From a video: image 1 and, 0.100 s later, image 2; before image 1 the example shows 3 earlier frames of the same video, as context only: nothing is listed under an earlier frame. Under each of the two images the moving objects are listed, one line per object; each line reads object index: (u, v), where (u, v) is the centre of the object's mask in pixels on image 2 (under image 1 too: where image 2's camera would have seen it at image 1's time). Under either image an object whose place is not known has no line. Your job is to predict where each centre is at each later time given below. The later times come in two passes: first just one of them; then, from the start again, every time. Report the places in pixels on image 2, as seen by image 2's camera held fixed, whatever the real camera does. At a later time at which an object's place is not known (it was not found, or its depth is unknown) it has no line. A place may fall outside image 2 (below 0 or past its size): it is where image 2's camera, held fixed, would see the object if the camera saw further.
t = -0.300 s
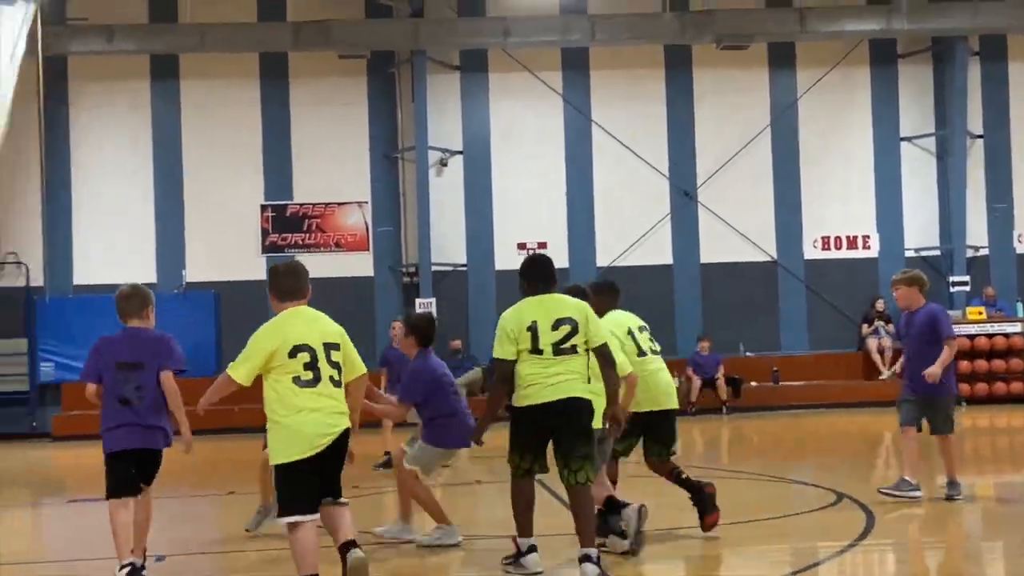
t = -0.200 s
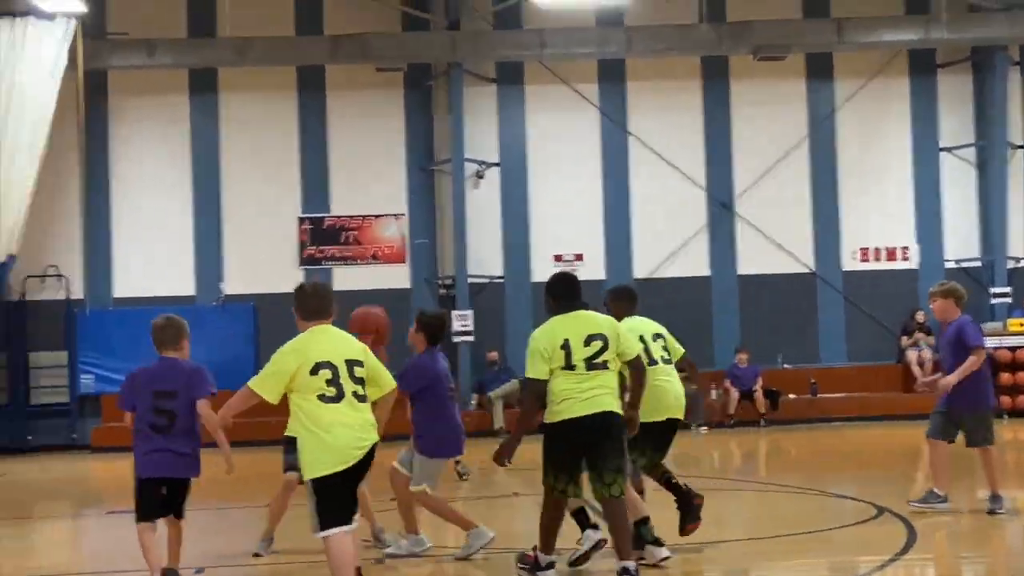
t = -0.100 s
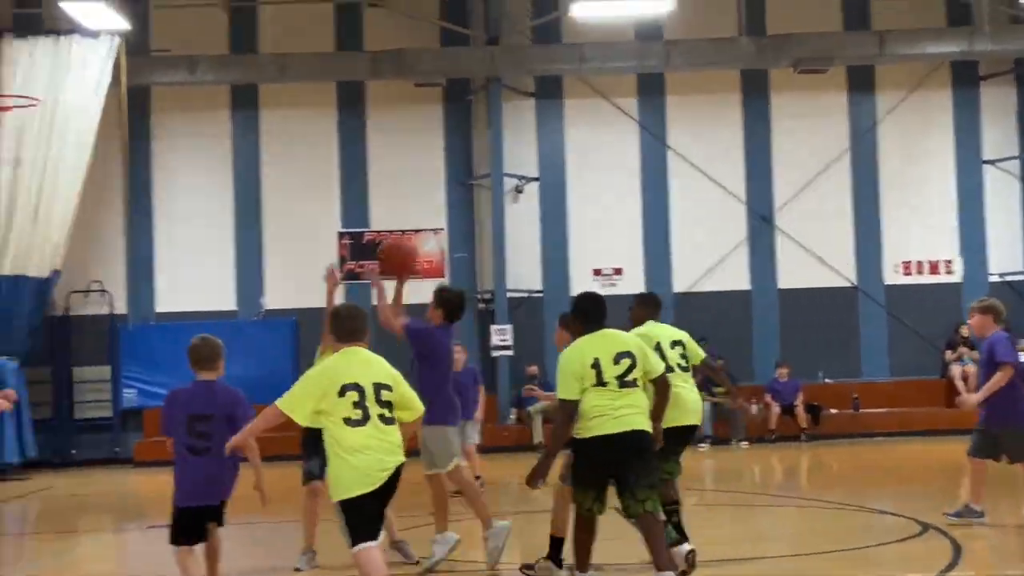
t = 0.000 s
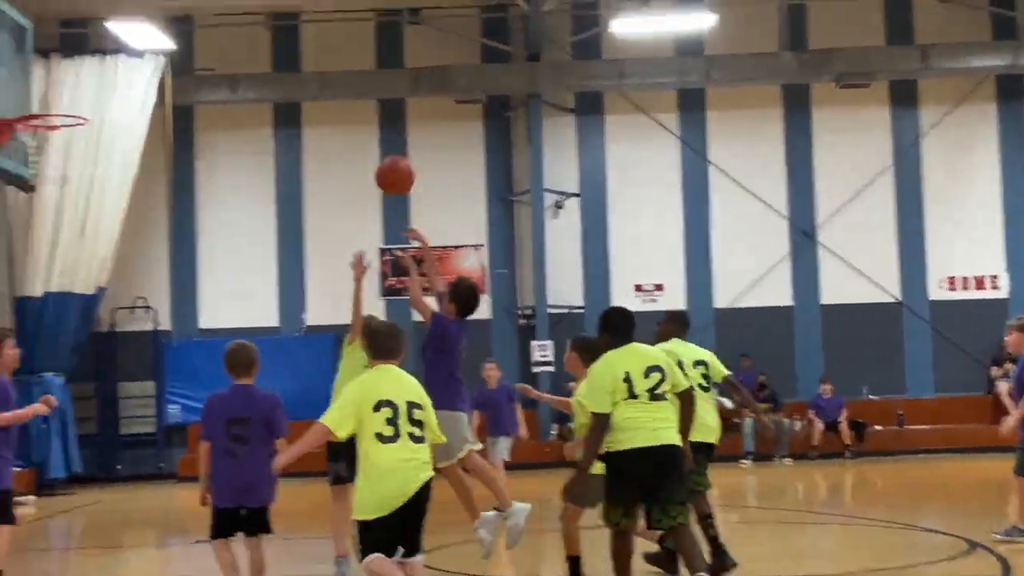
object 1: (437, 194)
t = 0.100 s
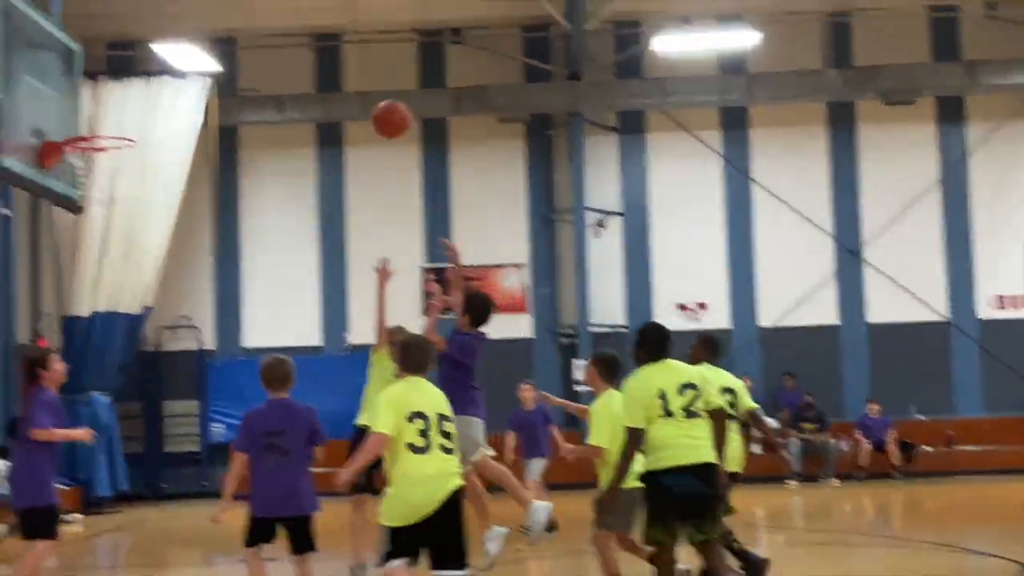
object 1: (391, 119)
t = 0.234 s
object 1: (333, 48)
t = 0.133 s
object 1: (377, 98)
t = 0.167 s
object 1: (363, 80)
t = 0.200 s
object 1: (348, 62)
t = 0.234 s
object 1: (333, 48)
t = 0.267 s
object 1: (321, 35)
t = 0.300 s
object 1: (307, 25)
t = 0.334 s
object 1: (292, 18)
